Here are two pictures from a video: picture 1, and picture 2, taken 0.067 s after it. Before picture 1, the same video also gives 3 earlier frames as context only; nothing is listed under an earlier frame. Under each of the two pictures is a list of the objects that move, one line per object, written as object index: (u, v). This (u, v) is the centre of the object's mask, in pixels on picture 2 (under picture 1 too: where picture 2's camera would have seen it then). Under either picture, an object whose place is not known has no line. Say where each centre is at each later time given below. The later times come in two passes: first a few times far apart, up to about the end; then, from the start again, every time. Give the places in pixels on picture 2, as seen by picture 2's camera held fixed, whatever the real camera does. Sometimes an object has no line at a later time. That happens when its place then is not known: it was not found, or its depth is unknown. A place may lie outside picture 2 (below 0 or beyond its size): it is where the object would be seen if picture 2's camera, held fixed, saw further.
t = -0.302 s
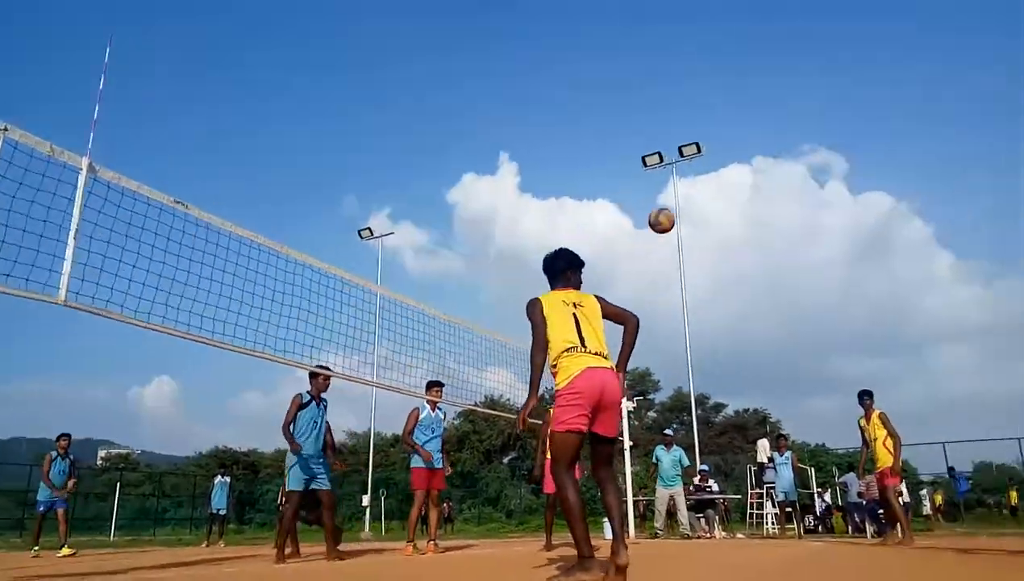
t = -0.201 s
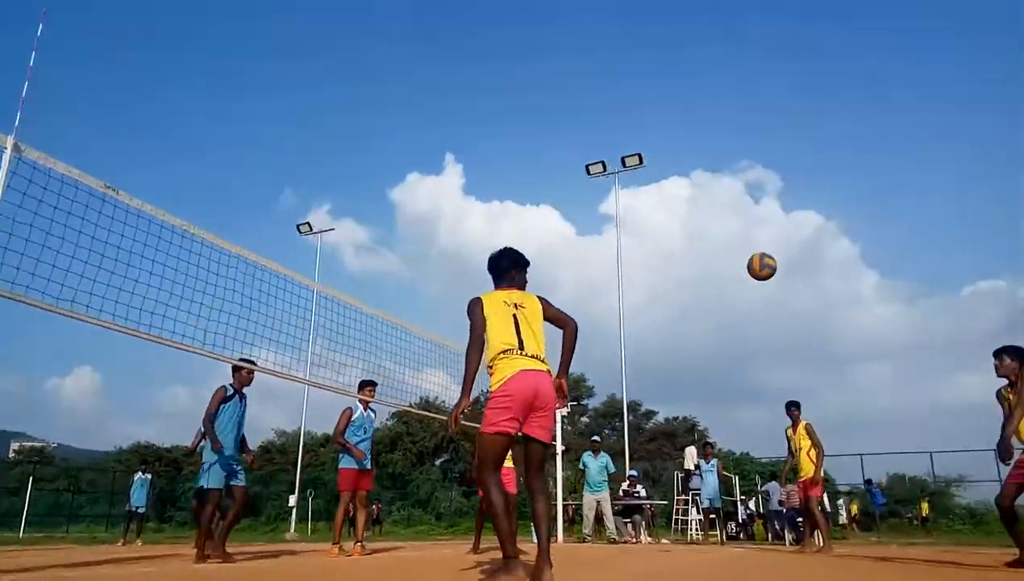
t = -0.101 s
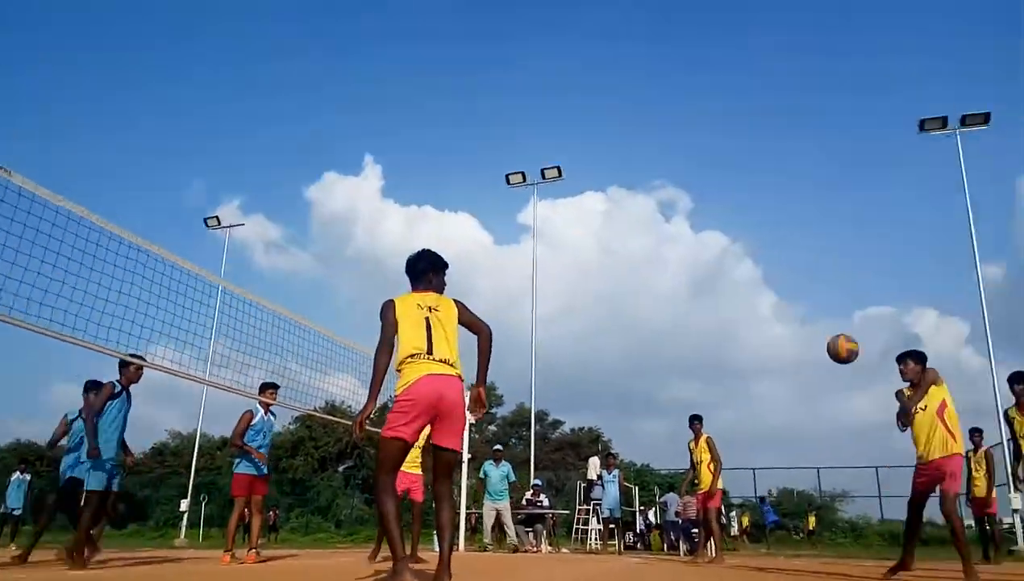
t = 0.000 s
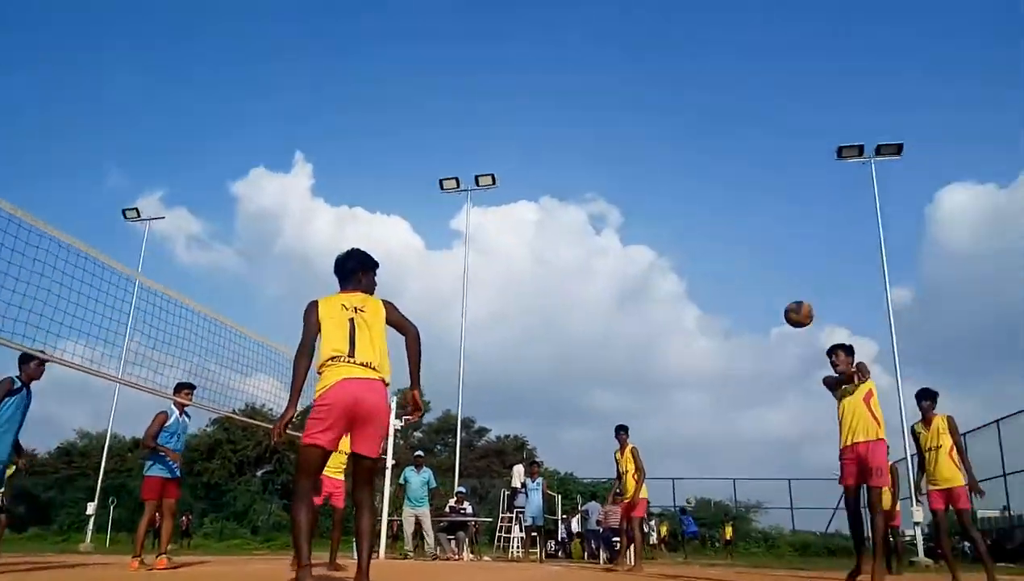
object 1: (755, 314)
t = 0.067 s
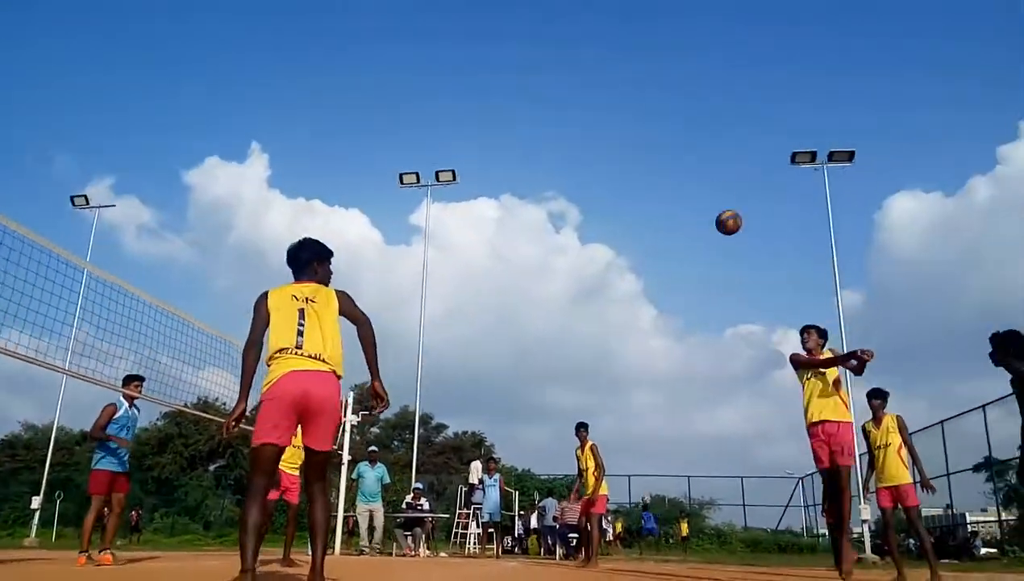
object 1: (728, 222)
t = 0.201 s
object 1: (703, 131)
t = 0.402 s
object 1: (674, 46)
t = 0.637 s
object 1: (650, 5)
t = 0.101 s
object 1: (721, 196)
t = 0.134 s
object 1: (714, 173)
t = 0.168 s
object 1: (708, 151)
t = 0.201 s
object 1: (703, 131)
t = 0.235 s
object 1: (698, 113)
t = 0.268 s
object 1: (693, 96)
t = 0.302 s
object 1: (688, 81)
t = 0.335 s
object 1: (683, 68)
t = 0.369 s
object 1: (679, 56)
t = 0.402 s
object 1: (674, 46)
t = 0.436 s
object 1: (669, 37)
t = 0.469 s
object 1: (665, 29)
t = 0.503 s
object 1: (663, 22)
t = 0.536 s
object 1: (660, 17)
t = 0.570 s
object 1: (656, 11)
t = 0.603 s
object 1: (653, 7)
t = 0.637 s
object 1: (650, 5)
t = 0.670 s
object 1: (647, 5)
